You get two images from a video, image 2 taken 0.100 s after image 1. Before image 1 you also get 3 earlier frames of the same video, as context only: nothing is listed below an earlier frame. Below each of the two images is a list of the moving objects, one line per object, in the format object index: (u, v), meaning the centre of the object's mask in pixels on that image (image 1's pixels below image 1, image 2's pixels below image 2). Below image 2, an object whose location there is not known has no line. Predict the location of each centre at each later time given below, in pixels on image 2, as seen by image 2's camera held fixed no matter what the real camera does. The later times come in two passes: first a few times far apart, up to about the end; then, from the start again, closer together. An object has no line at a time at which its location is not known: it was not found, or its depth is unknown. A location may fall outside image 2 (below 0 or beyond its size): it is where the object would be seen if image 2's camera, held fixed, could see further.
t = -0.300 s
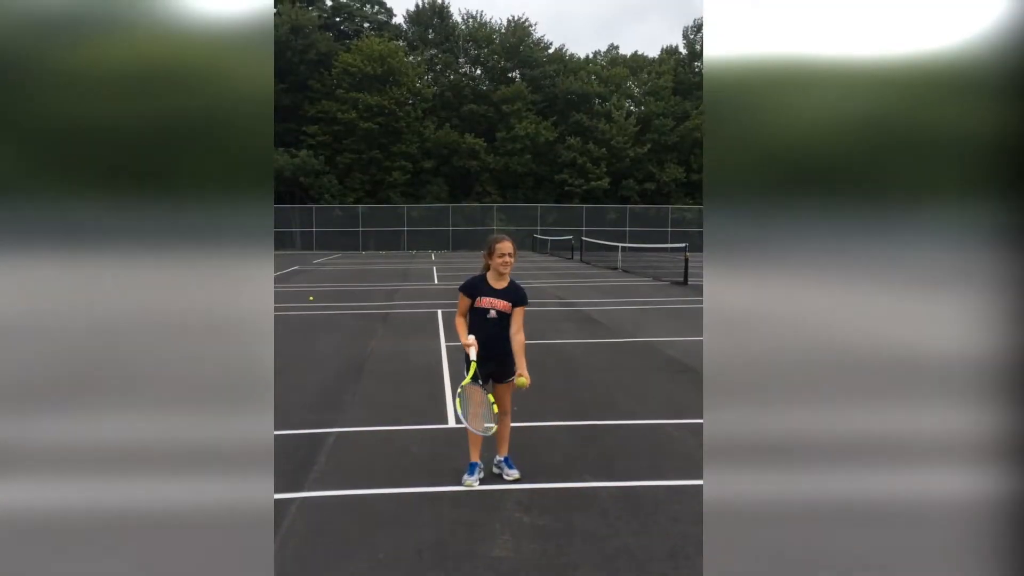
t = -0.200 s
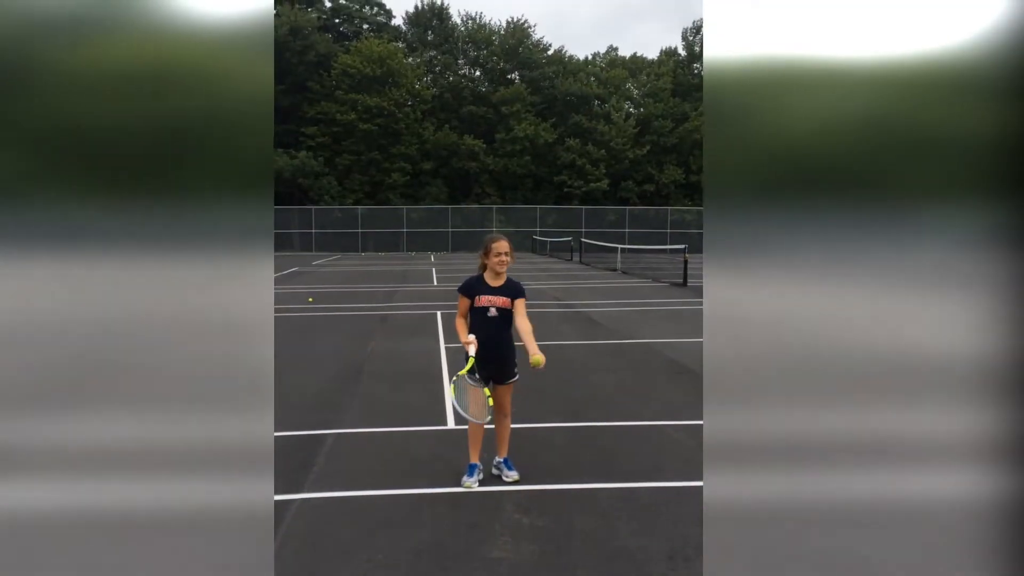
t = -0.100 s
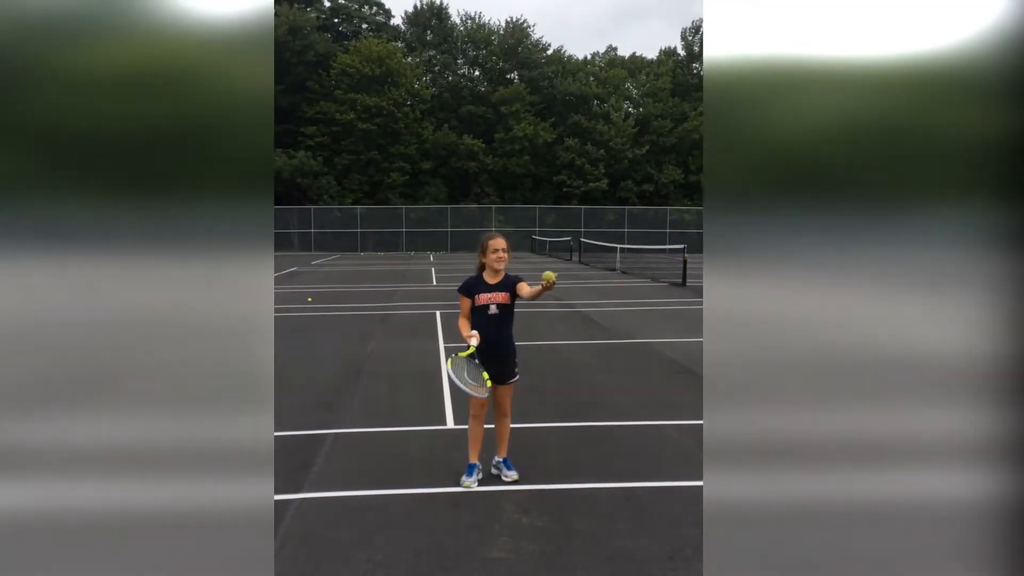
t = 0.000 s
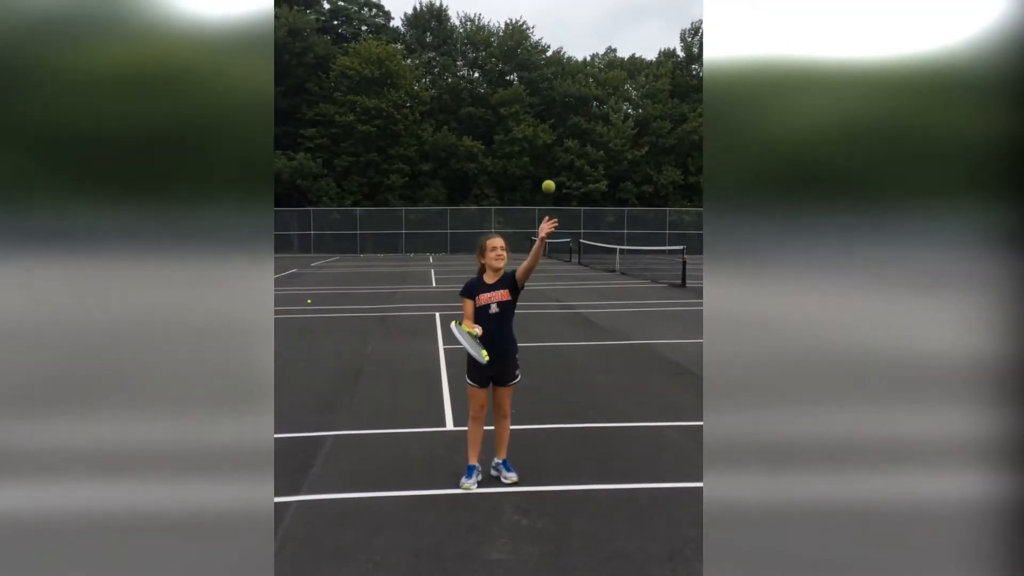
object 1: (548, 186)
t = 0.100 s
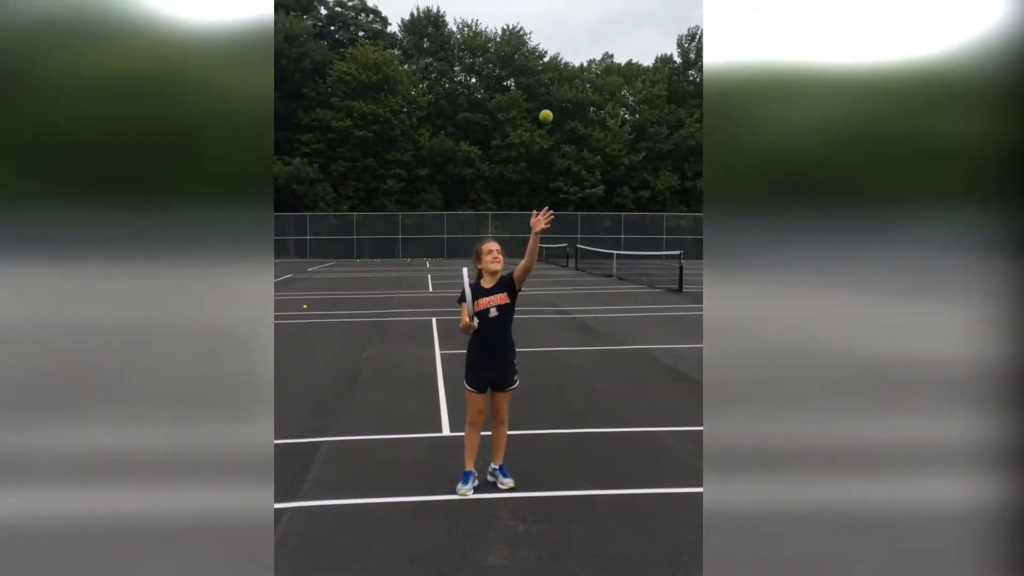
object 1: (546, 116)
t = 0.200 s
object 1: (545, 59)
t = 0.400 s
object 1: (544, 1)
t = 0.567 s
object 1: (543, 13)
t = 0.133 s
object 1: (545, 94)
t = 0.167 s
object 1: (545, 75)
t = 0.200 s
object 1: (545, 59)
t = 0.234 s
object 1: (544, 44)
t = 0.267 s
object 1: (544, 32)
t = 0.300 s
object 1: (544, 21)
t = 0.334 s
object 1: (544, 12)
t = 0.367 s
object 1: (544, 6)
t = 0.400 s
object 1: (544, 1)
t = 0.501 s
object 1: (544, 1)
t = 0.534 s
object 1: (544, 6)
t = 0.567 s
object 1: (543, 13)
